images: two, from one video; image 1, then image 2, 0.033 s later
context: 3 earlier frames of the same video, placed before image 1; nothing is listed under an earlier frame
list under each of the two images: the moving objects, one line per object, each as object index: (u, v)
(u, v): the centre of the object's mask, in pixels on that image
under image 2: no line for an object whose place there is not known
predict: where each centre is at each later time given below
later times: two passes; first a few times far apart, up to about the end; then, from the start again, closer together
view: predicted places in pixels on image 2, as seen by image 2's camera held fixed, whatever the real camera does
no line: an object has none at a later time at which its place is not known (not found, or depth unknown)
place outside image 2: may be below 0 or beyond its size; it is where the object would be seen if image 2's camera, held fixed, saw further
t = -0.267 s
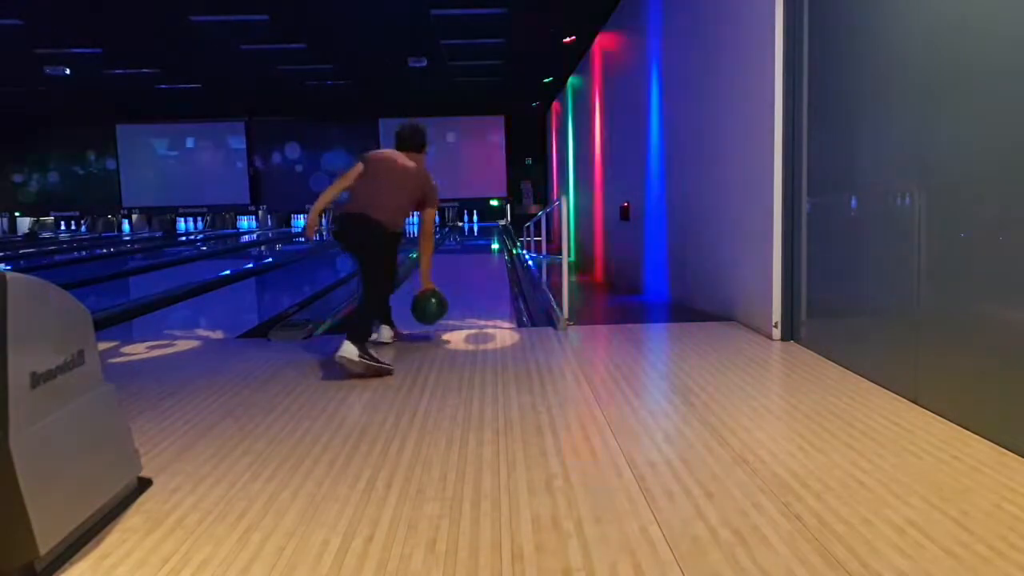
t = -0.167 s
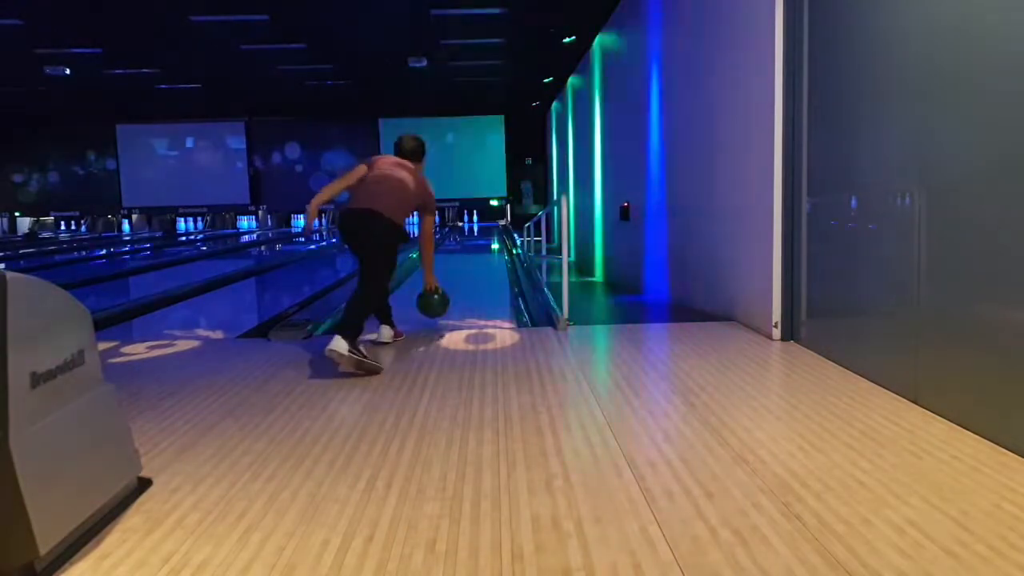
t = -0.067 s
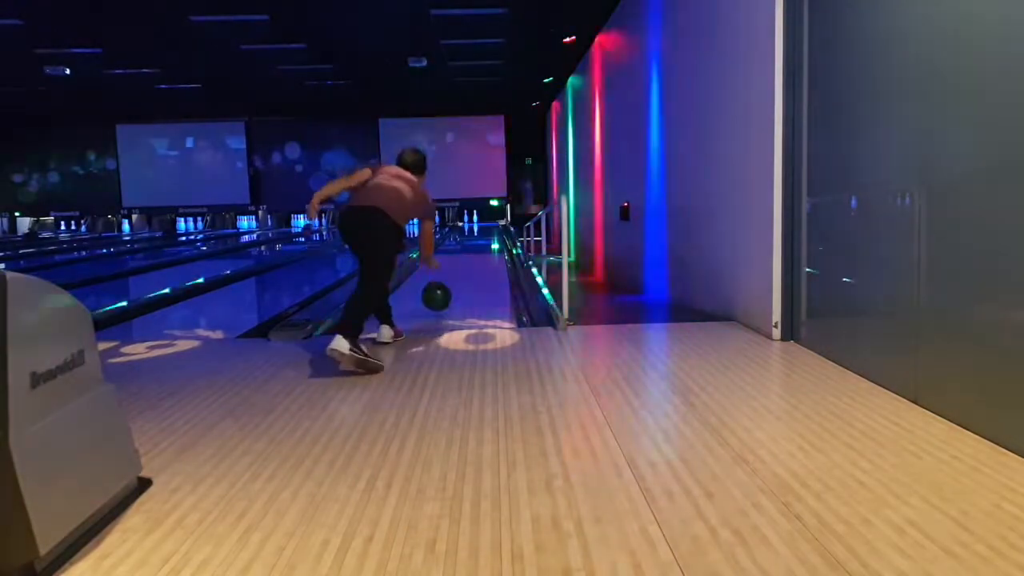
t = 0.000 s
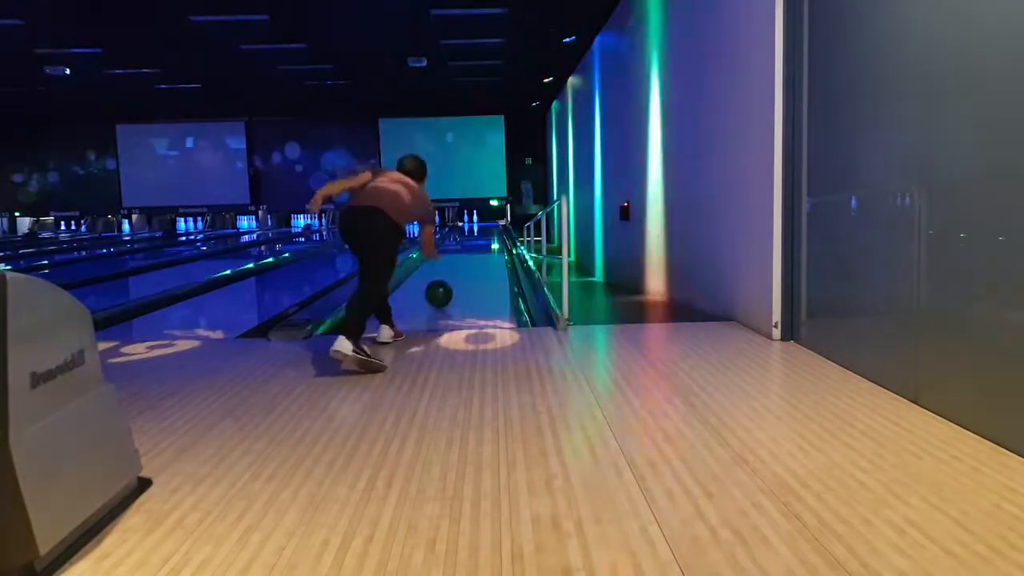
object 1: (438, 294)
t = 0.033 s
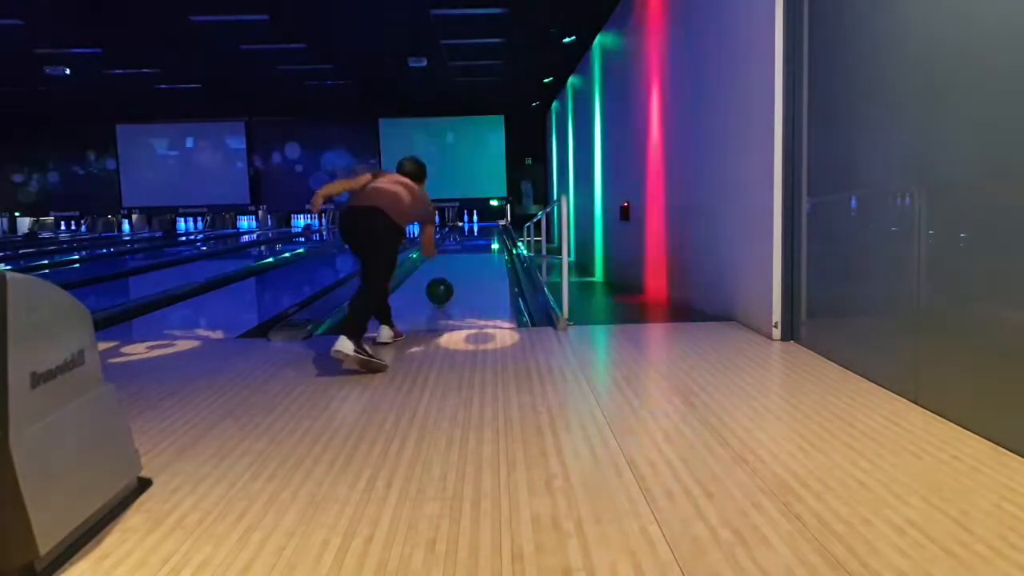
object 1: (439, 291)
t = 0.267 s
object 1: (445, 276)
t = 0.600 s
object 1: (450, 261)
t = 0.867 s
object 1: (452, 253)
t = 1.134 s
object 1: (455, 246)
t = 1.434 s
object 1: (456, 242)
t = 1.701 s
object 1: (458, 240)
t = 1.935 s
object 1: (458, 240)
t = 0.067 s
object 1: (440, 290)
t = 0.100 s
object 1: (440, 287)
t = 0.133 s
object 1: (441, 285)
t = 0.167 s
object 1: (442, 283)
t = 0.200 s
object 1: (443, 281)
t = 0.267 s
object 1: (445, 276)
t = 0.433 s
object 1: (447, 267)
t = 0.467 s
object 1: (448, 266)
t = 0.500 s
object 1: (448, 265)
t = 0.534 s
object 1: (449, 263)
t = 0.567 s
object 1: (449, 262)
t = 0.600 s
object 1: (450, 261)
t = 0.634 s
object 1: (450, 260)
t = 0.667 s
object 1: (450, 259)
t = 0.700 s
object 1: (451, 257)
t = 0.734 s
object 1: (451, 257)
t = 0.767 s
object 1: (451, 256)
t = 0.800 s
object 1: (451, 255)
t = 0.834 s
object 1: (452, 253)
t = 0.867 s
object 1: (452, 253)
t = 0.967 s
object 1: (453, 250)
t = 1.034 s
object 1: (453, 249)
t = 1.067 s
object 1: (453, 249)
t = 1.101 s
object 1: (454, 248)
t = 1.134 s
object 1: (455, 246)
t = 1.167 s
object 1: (455, 246)
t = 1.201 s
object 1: (455, 246)
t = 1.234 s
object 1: (455, 245)
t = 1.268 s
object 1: (455, 244)
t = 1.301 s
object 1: (455, 243)
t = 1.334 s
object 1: (456, 243)
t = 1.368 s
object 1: (456, 243)
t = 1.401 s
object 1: (456, 243)
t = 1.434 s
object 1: (456, 242)
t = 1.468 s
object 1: (457, 242)
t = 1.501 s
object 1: (457, 240)
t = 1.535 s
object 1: (458, 240)
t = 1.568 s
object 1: (458, 239)
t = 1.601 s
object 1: (458, 239)
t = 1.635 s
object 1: (458, 239)
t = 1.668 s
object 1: (458, 240)
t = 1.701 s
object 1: (458, 240)
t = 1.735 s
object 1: (457, 240)
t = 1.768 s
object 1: (458, 240)
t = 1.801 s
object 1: (458, 240)
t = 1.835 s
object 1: (458, 240)
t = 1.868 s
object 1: (458, 240)
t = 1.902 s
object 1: (458, 240)
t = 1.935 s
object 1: (458, 240)
